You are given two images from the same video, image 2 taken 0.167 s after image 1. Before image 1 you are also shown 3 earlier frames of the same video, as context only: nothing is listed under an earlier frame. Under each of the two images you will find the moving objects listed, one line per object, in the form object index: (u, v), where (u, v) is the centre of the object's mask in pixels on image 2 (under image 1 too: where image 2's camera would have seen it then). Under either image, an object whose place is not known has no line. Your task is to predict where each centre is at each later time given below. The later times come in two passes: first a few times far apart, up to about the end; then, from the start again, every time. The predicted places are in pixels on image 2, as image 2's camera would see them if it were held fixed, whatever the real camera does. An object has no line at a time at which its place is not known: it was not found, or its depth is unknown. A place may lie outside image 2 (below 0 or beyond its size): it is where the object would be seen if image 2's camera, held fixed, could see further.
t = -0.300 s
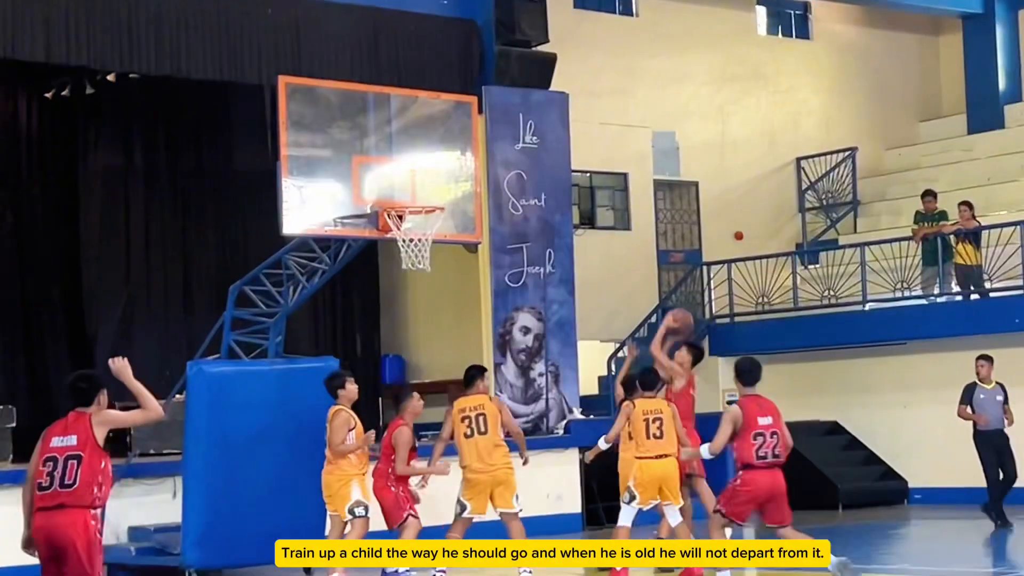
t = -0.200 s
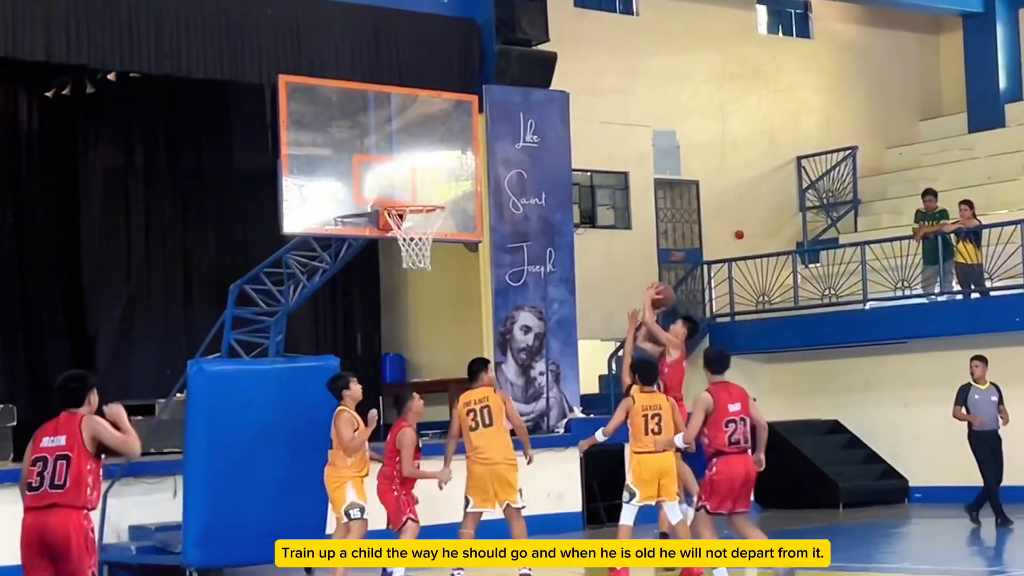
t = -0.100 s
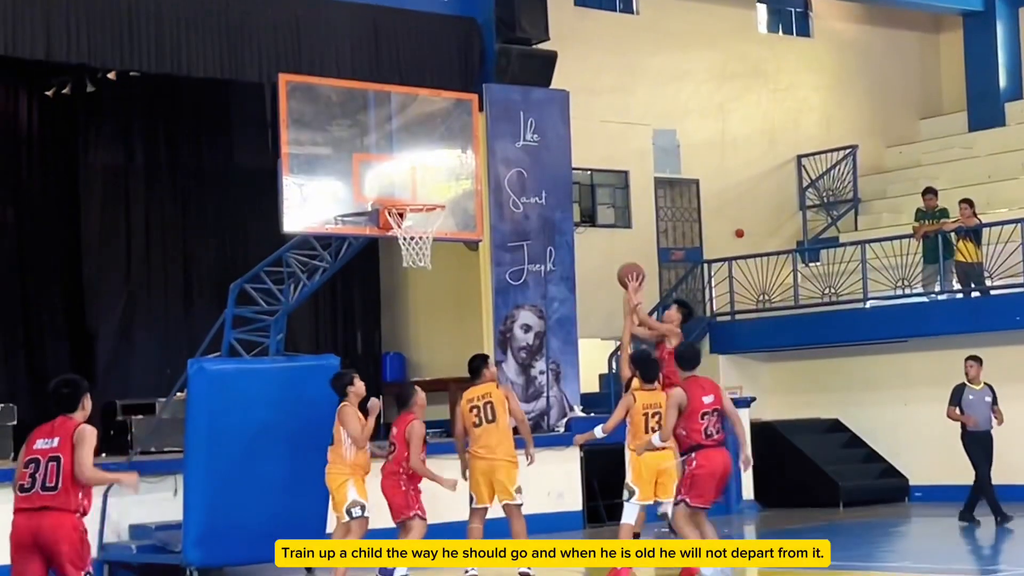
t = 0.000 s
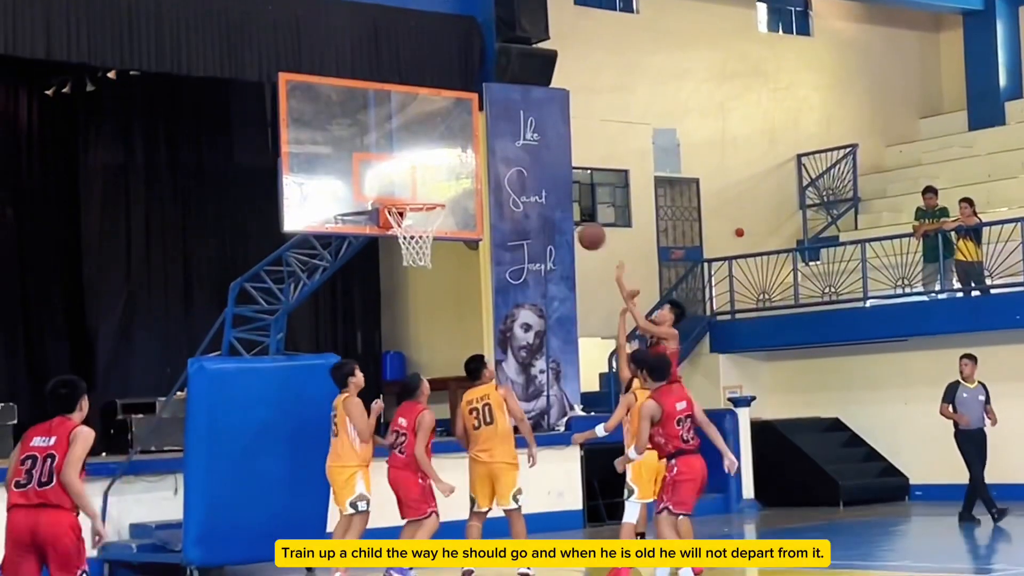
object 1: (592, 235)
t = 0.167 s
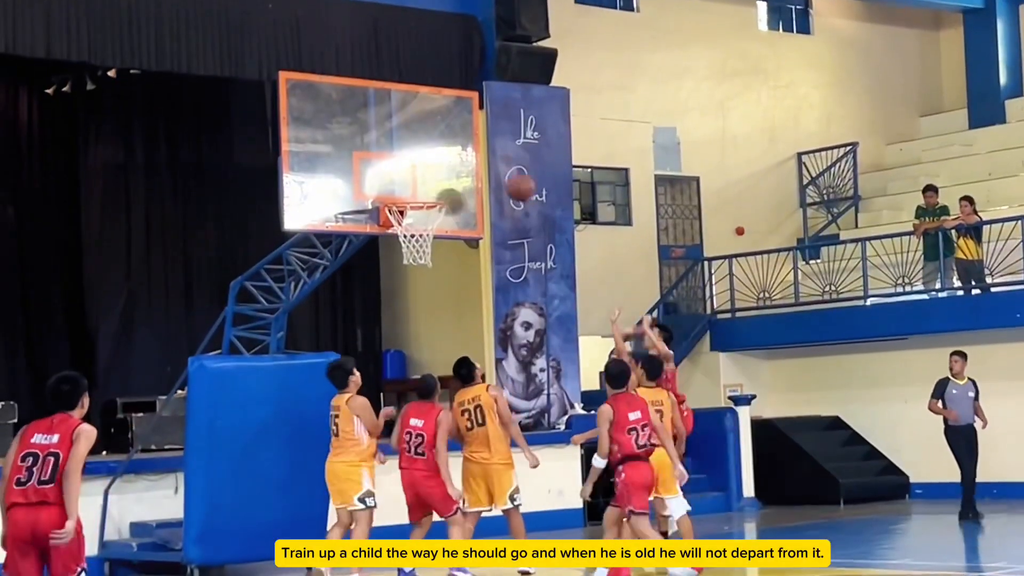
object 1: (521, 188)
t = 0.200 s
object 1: (505, 182)
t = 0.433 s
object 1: (405, 178)
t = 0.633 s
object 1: (377, 184)
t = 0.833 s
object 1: (364, 200)
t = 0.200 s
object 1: (505, 182)
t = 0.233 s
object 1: (491, 177)
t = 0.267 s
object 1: (476, 174)
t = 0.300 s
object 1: (462, 172)
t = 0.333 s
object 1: (448, 171)
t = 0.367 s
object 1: (433, 172)
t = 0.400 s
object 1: (419, 174)
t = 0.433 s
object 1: (405, 178)
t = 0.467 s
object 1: (395, 180)
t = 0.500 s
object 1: (389, 183)
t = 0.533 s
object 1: (386, 186)
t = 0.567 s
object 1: (382, 190)
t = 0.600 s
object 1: (380, 186)
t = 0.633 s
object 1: (377, 184)
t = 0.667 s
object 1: (374, 184)
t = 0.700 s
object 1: (372, 184)
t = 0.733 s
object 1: (370, 186)
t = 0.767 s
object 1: (367, 190)
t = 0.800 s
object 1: (366, 195)
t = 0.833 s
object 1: (364, 200)
